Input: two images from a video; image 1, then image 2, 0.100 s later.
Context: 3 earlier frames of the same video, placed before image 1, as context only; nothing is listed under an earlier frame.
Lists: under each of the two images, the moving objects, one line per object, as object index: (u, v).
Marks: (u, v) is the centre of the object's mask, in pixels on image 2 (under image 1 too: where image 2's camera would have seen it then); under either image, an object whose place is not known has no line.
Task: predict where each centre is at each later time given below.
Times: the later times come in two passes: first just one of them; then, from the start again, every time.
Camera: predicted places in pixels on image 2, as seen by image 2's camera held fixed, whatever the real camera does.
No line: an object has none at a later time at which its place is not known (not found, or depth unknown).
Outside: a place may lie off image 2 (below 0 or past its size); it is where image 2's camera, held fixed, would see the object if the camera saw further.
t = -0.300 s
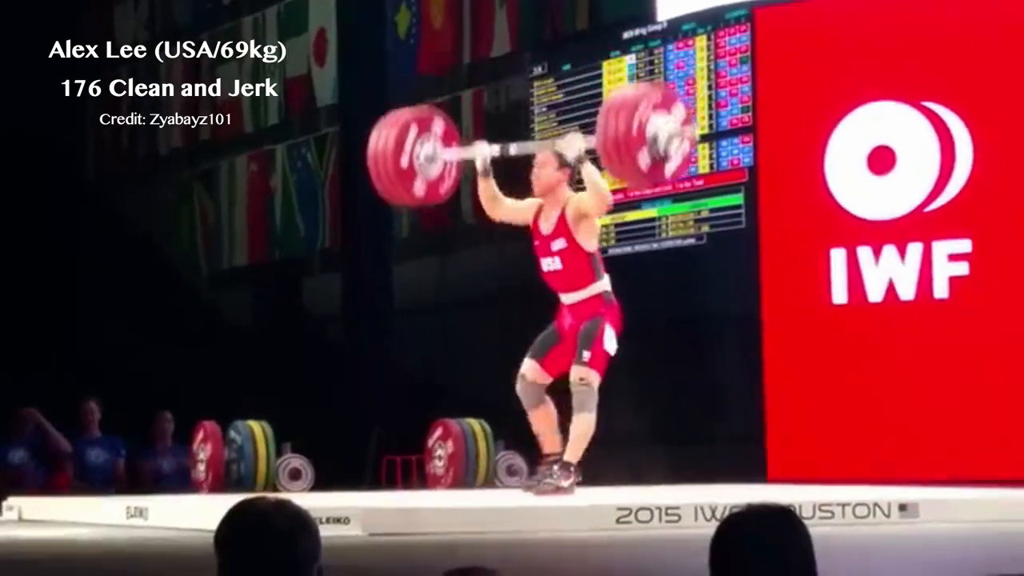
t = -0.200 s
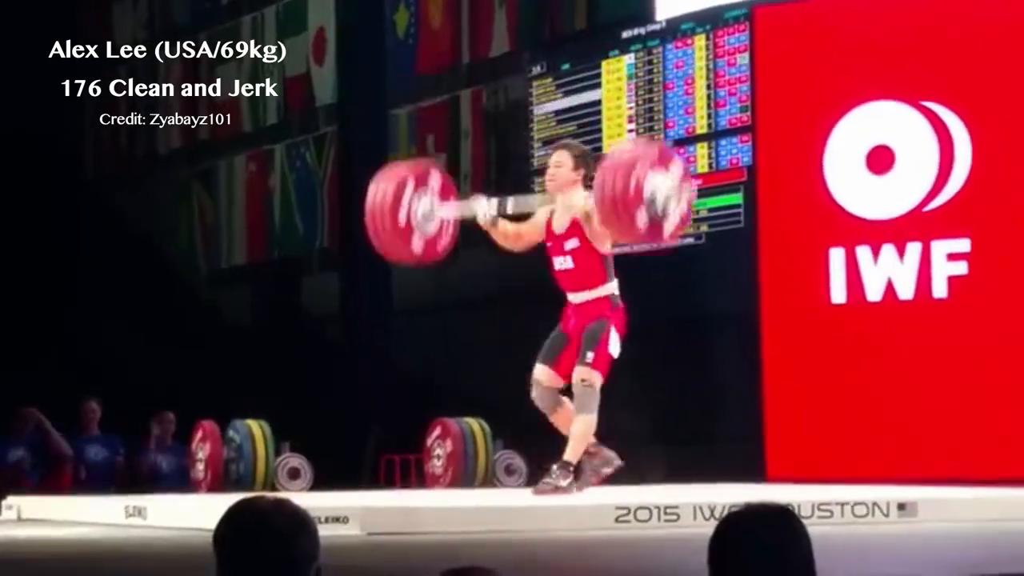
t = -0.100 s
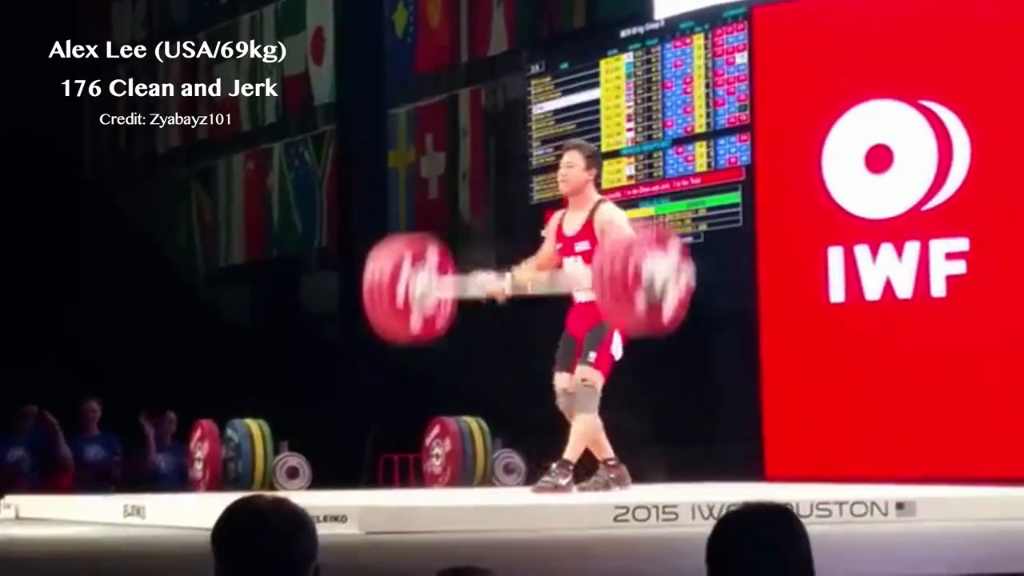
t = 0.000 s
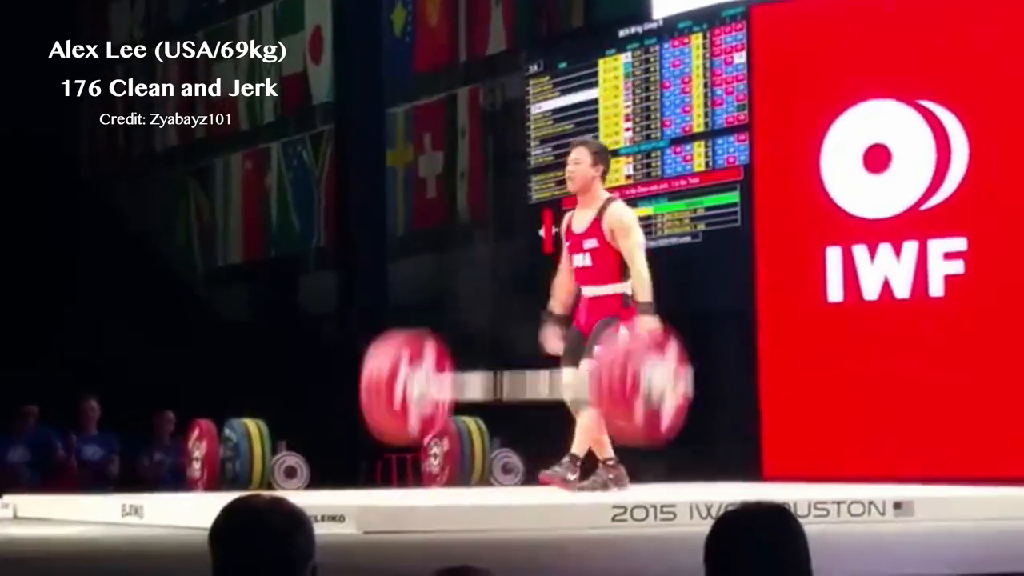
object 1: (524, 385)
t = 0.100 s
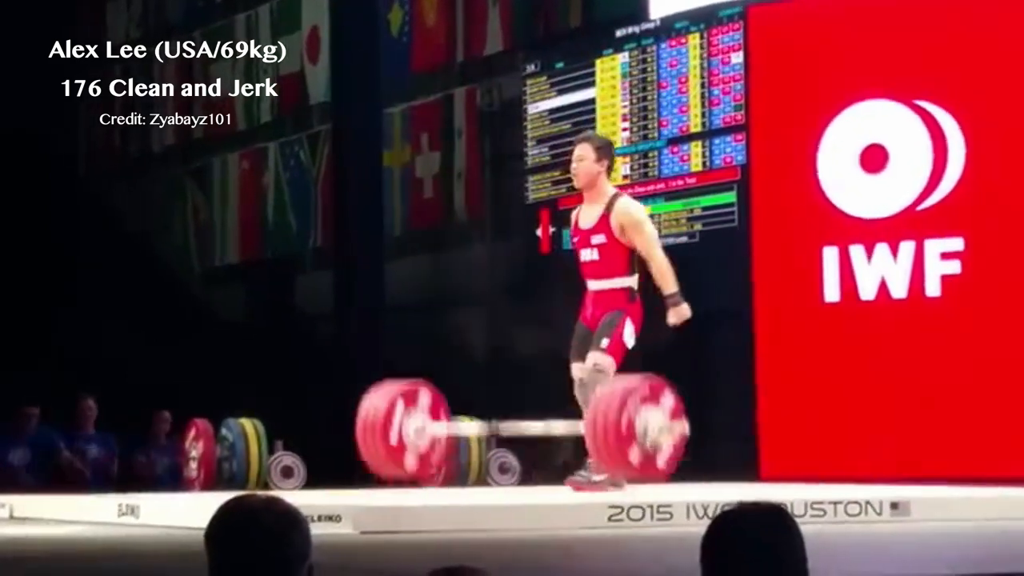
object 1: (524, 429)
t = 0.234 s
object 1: (525, 389)
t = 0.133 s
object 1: (526, 416)
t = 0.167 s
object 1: (524, 405)
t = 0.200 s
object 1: (524, 395)
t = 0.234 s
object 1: (525, 389)
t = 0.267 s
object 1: (523, 384)
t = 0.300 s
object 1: (523, 383)
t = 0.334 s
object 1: (523, 383)
